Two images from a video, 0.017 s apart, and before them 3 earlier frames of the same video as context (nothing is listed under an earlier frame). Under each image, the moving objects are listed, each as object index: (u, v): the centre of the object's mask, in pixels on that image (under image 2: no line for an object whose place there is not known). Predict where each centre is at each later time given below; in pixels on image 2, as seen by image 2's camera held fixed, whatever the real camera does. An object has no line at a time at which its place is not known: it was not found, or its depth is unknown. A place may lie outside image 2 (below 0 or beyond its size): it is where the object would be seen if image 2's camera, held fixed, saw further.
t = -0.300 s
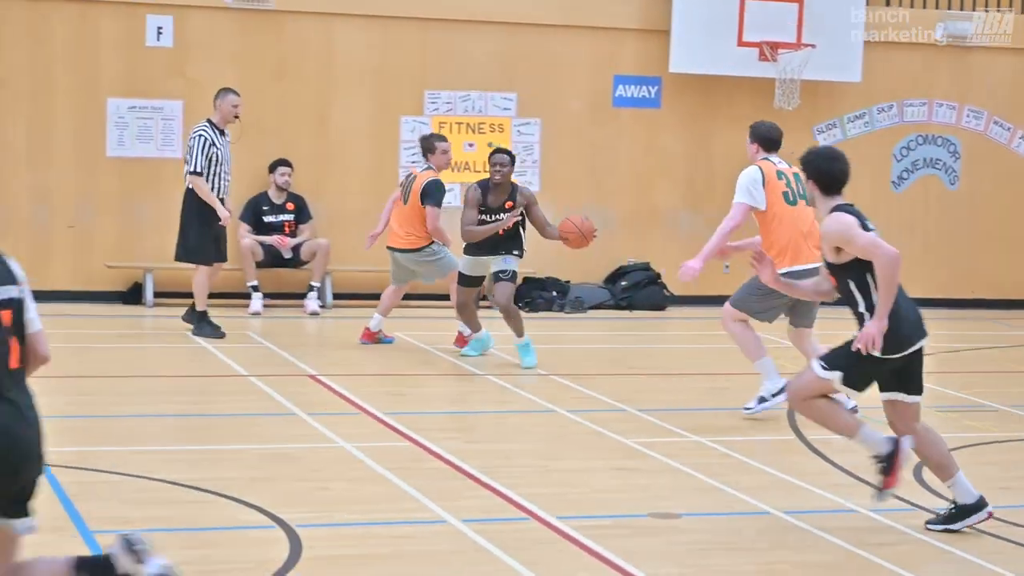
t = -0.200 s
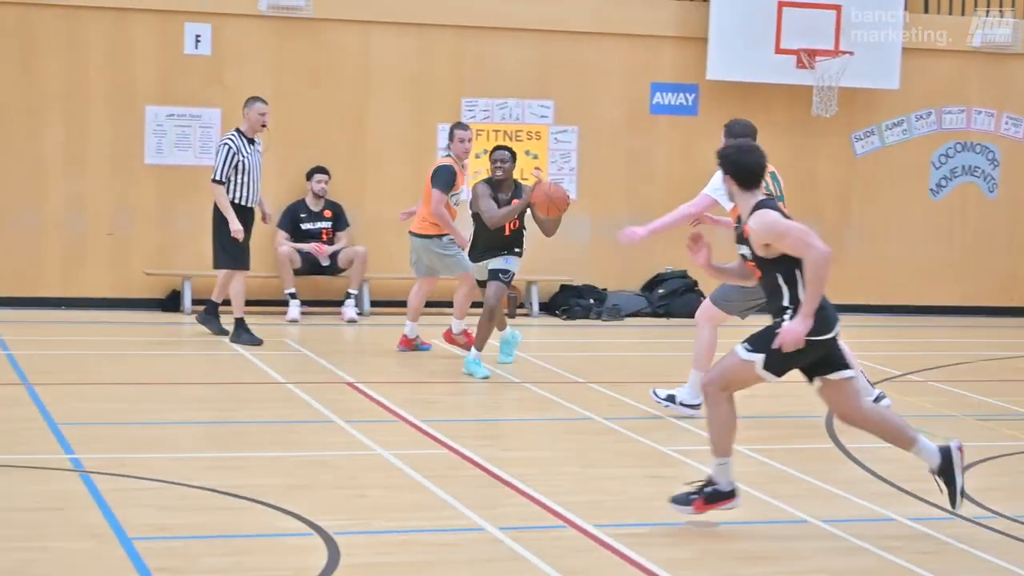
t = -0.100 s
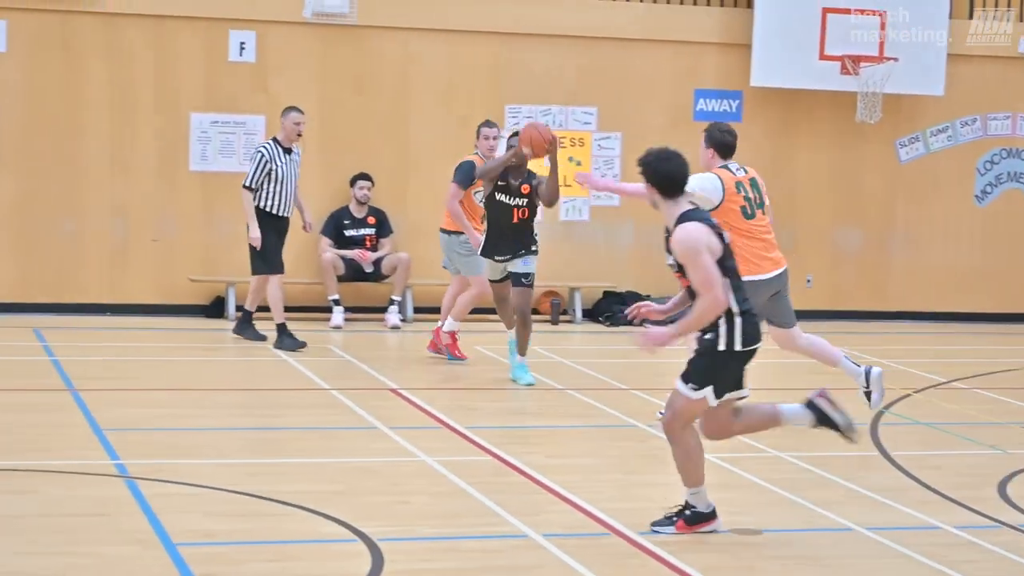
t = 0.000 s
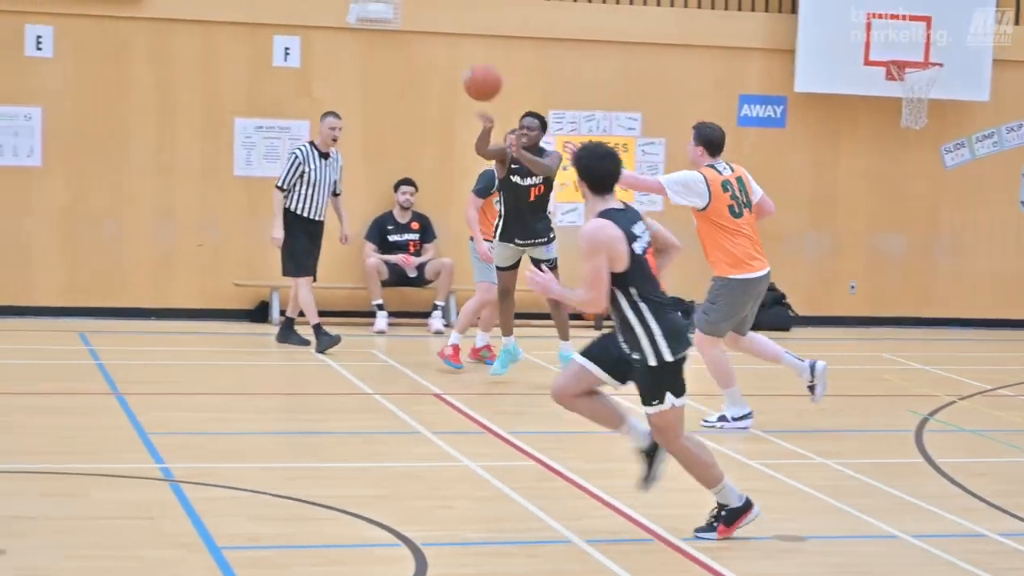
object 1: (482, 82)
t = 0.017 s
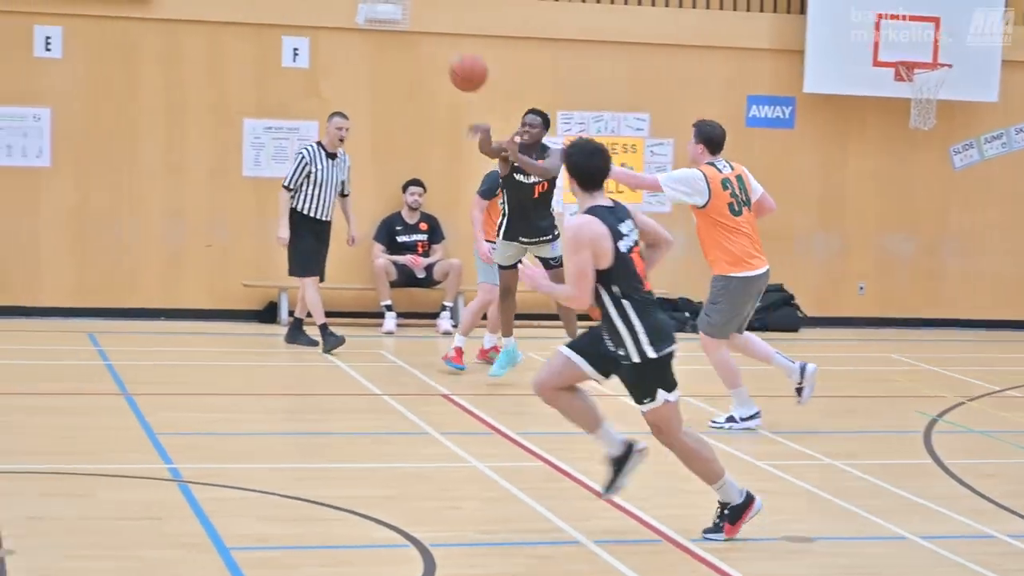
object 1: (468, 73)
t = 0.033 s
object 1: (446, 63)
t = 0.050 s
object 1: (424, 53)
